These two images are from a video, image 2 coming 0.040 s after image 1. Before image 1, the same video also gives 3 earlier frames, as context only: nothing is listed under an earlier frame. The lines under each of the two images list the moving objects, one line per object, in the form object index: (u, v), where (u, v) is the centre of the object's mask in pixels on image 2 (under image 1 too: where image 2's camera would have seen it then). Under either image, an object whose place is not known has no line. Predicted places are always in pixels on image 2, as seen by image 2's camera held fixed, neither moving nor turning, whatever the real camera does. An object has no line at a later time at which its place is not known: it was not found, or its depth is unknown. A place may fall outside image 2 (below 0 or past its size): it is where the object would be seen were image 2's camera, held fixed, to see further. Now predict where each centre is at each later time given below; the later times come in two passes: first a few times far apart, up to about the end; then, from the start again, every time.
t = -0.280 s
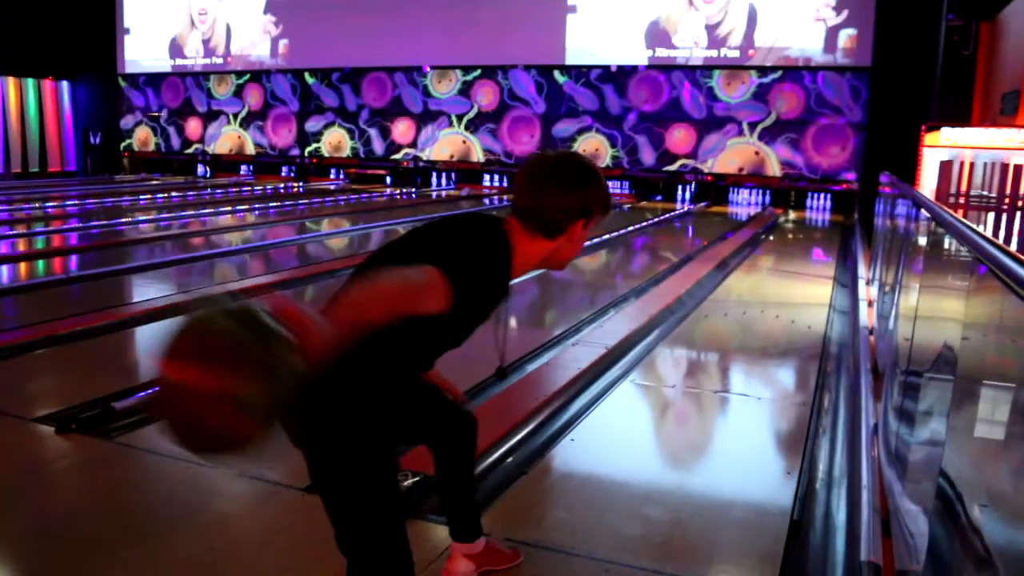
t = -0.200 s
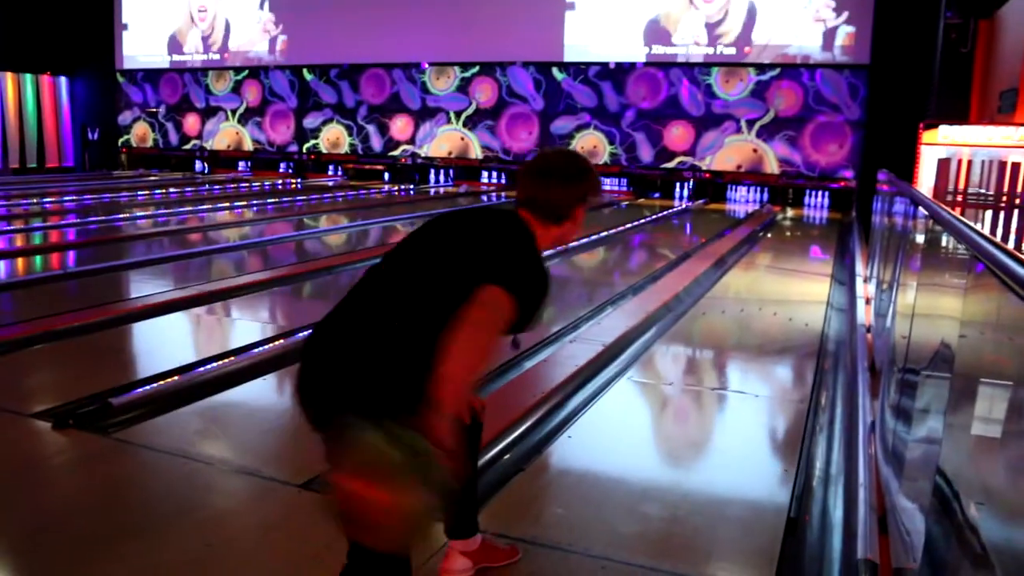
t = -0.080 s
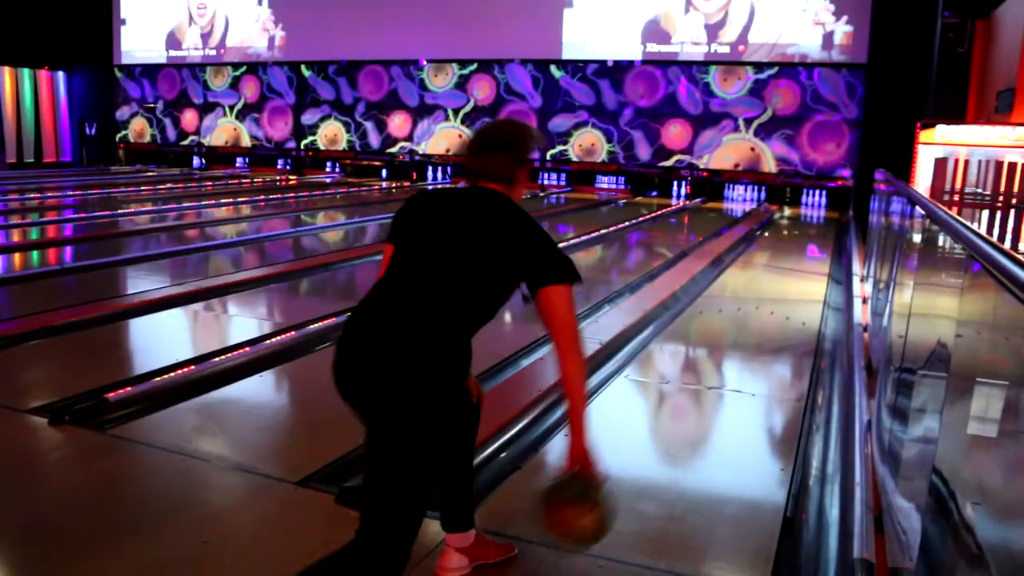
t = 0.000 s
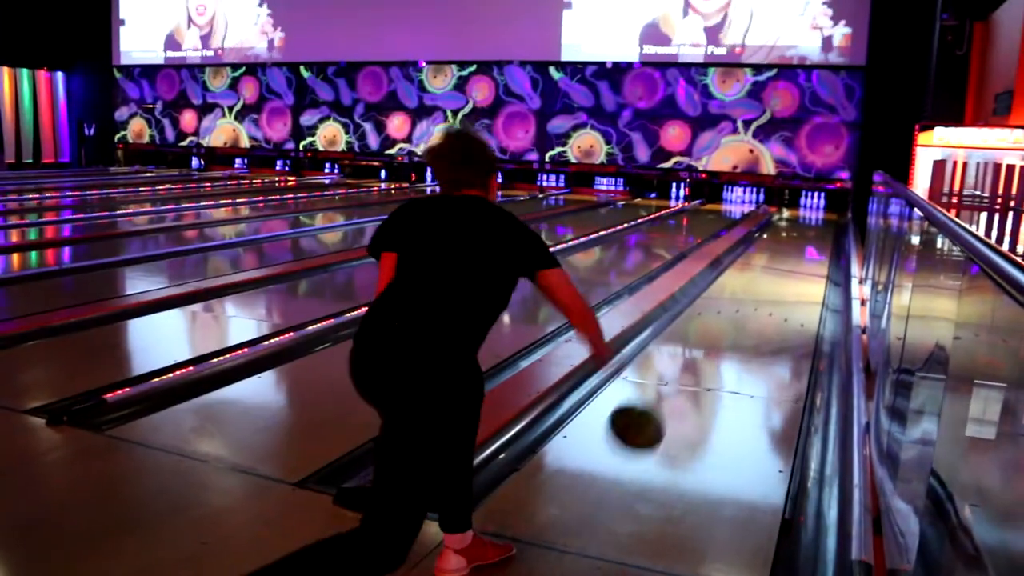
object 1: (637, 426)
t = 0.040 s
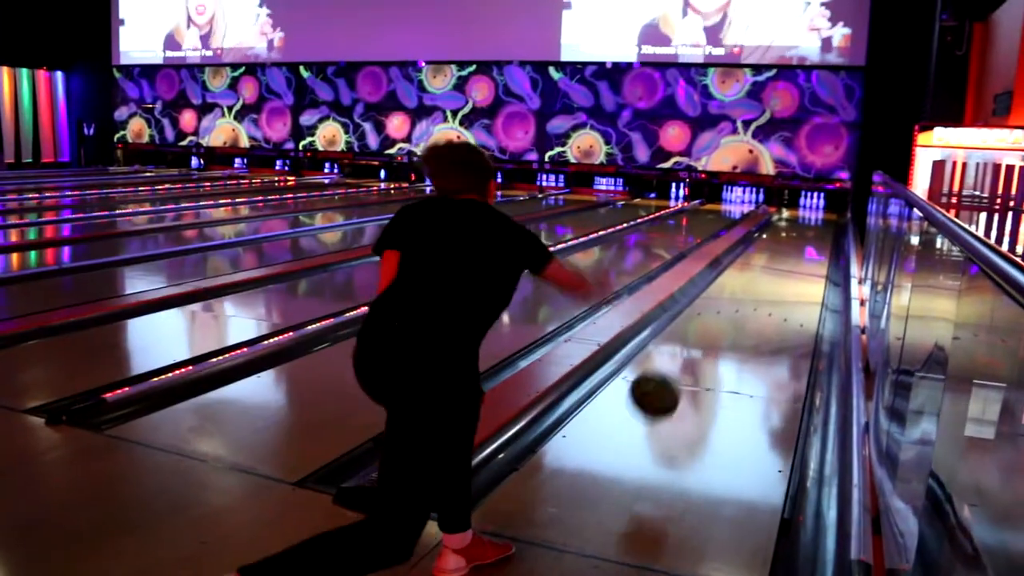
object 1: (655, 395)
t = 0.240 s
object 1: (706, 339)
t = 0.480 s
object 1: (735, 281)
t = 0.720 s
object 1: (752, 251)
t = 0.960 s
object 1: (762, 232)
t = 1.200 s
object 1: (769, 221)
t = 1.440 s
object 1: (775, 215)
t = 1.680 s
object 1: (781, 209)
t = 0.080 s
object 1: (670, 372)
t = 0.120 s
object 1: (682, 357)
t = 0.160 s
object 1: (691, 348)
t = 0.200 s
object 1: (699, 341)
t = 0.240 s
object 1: (706, 339)
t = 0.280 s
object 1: (713, 323)
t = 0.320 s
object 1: (719, 309)
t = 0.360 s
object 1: (724, 300)
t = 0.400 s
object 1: (728, 293)
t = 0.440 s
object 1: (731, 289)
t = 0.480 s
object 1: (735, 281)
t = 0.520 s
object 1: (739, 274)
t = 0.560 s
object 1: (742, 269)
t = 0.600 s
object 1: (745, 264)
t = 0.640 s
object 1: (747, 260)
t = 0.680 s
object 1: (749, 256)
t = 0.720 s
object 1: (752, 251)
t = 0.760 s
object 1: (754, 248)
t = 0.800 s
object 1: (756, 244)
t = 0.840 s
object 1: (758, 241)
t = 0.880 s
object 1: (759, 238)
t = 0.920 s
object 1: (761, 234)
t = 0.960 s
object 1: (762, 232)
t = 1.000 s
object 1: (763, 230)
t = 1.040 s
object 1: (764, 228)
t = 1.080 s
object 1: (766, 225)
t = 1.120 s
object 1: (767, 223)
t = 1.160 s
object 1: (768, 222)
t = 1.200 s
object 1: (769, 221)
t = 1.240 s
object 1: (769, 221)
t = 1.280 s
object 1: (770, 220)
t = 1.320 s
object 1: (771, 218)
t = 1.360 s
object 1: (772, 217)
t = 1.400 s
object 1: (772, 216)
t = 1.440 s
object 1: (775, 215)
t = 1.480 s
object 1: (777, 215)
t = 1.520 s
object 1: (776, 214)
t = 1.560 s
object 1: (777, 213)
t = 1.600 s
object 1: (779, 212)
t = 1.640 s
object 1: (780, 211)
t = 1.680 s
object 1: (781, 209)
